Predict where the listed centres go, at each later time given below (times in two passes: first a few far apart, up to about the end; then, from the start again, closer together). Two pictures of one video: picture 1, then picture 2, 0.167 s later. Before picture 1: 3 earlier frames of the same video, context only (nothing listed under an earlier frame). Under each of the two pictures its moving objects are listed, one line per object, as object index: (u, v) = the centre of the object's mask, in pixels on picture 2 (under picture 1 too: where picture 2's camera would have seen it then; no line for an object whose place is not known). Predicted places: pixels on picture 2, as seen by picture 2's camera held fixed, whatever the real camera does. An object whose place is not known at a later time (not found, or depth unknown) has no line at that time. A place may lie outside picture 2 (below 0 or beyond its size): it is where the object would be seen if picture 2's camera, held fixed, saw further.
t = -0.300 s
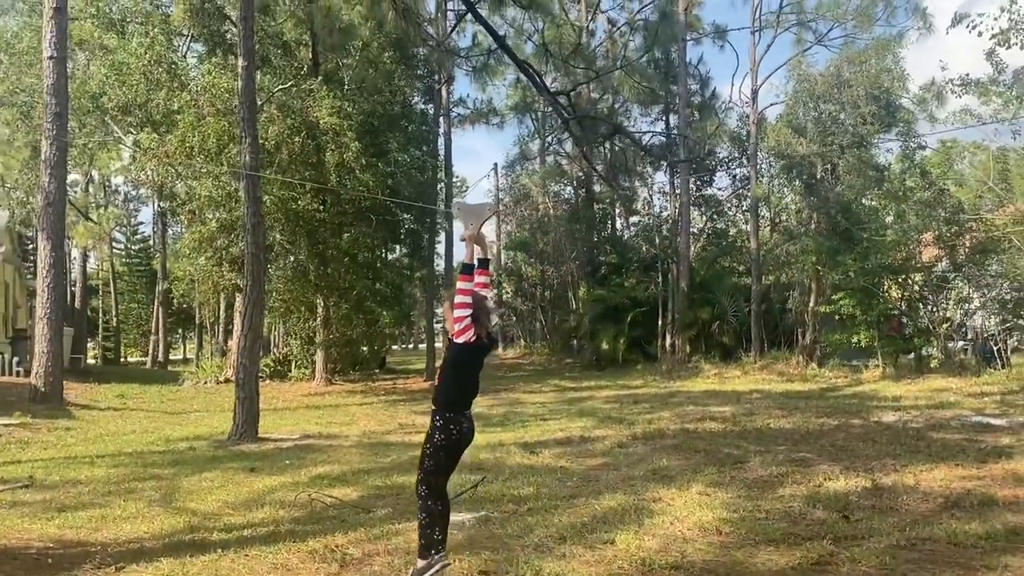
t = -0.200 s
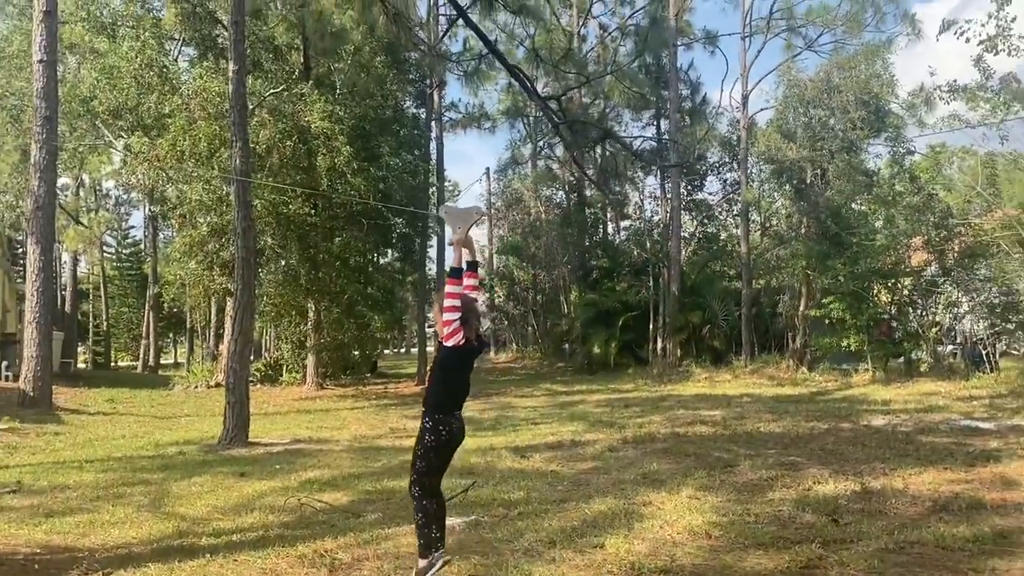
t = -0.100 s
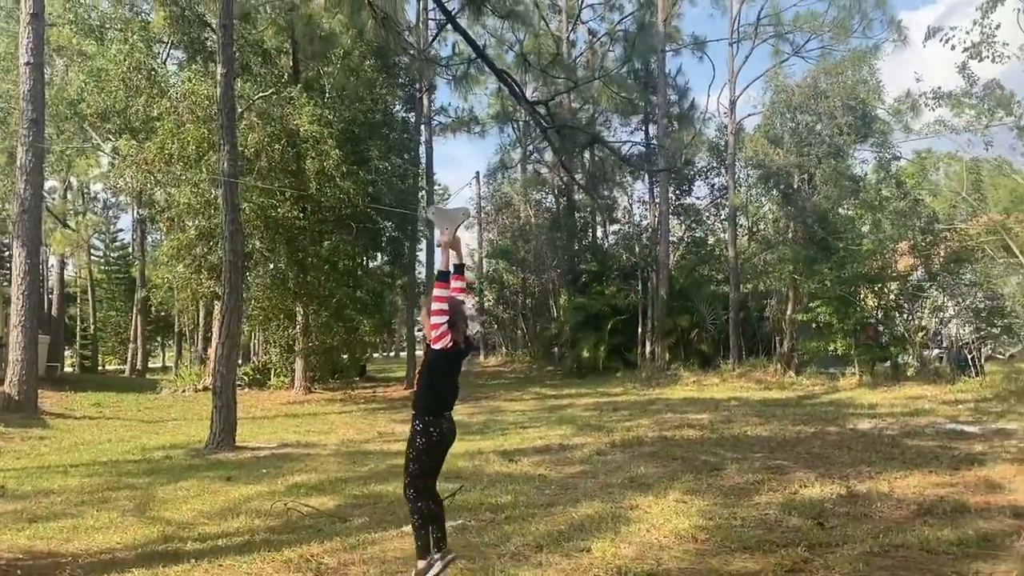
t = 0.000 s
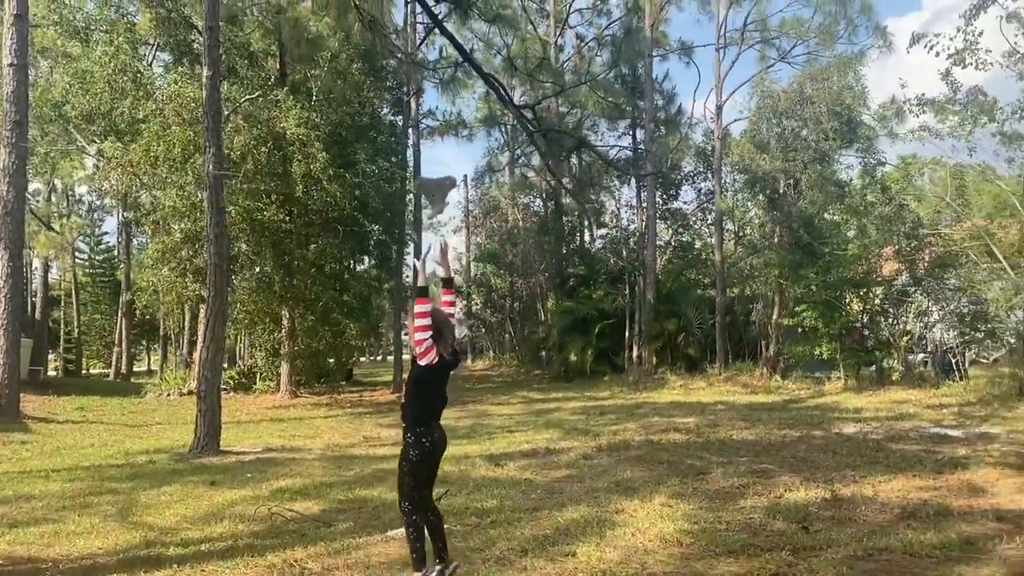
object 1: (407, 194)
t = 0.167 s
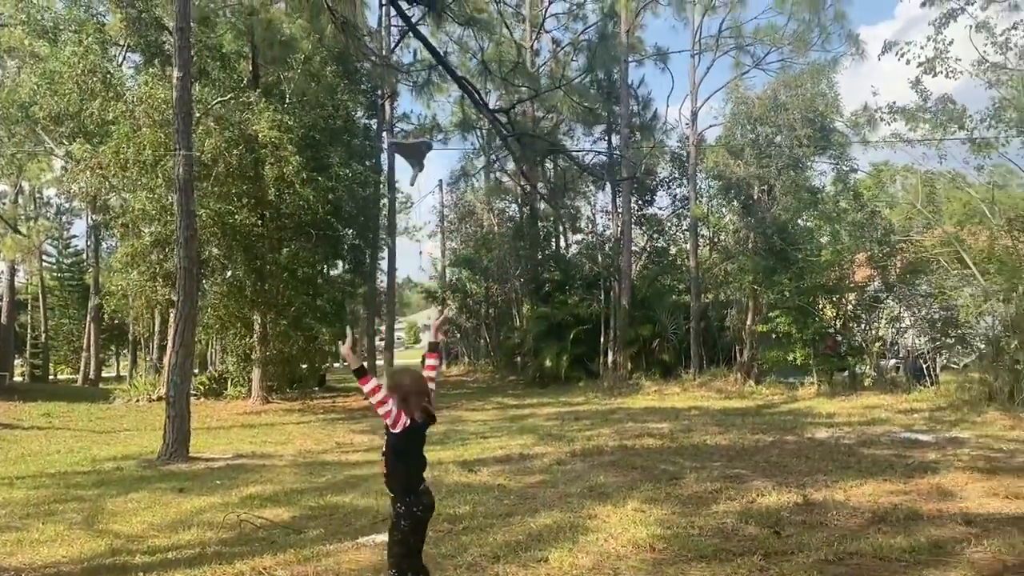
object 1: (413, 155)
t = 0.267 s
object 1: (414, 156)
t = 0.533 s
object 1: (407, 192)
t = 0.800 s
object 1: (404, 187)
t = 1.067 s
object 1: (414, 160)
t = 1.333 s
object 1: (420, 186)
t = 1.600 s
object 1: (414, 190)
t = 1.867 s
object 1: (415, 183)
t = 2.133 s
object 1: (417, 194)
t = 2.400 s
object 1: (417, 179)
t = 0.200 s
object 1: (413, 154)
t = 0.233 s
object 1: (415, 155)
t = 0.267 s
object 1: (414, 156)
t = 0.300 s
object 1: (414, 159)
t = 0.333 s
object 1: (413, 164)
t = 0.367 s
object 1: (413, 169)
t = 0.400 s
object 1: (413, 177)
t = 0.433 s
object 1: (412, 183)
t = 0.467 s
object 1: (412, 189)
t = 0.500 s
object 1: (410, 192)
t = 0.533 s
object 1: (407, 192)
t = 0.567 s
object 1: (410, 193)
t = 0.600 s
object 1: (409, 194)
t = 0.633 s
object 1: (408, 194)
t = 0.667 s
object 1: (402, 189)
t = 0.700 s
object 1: (404, 185)
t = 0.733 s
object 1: (405, 185)
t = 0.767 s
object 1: (404, 187)
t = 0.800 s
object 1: (404, 187)
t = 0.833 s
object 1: (404, 186)
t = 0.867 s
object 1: (407, 181)
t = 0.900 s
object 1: (407, 179)
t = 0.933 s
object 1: (408, 169)
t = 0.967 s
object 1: (410, 163)
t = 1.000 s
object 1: (411, 159)
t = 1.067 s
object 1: (414, 160)
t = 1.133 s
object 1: (419, 165)
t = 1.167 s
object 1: (419, 168)
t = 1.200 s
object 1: (419, 173)
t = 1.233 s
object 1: (419, 176)
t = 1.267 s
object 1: (420, 179)
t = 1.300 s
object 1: (419, 183)
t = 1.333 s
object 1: (420, 186)
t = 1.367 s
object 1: (419, 189)
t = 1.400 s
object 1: (418, 193)
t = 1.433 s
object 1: (419, 194)
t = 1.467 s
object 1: (419, 195)
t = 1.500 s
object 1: (416, 196)
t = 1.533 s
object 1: (414, 196)
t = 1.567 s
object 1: (413, 194)
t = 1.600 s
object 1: (414, 190)
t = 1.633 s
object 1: (416, 184)
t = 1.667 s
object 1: (416, 179)
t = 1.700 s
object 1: (418, 176)
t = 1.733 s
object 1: (419, 175)
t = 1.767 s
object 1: (416, 177)
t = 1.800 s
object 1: (416, 179)
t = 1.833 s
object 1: (416, 182)
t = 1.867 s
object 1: (415, 183)
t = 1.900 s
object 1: (414, 186)
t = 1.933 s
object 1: (412, 187)
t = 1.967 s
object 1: (413, 189)
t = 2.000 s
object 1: (418, 189)
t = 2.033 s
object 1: (418, 190)
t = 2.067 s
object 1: (418, 191)
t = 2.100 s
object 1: (417, 192)
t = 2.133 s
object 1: (417, 194)
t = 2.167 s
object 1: (417, 195)
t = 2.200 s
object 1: (417, 193)
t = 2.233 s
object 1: (417, 191)
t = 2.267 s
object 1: (414, 189)
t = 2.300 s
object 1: (415, 186)
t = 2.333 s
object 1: (416, 183)
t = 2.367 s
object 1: (416, 182)
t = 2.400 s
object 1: (417, 179)
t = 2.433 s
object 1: (418, 177)
